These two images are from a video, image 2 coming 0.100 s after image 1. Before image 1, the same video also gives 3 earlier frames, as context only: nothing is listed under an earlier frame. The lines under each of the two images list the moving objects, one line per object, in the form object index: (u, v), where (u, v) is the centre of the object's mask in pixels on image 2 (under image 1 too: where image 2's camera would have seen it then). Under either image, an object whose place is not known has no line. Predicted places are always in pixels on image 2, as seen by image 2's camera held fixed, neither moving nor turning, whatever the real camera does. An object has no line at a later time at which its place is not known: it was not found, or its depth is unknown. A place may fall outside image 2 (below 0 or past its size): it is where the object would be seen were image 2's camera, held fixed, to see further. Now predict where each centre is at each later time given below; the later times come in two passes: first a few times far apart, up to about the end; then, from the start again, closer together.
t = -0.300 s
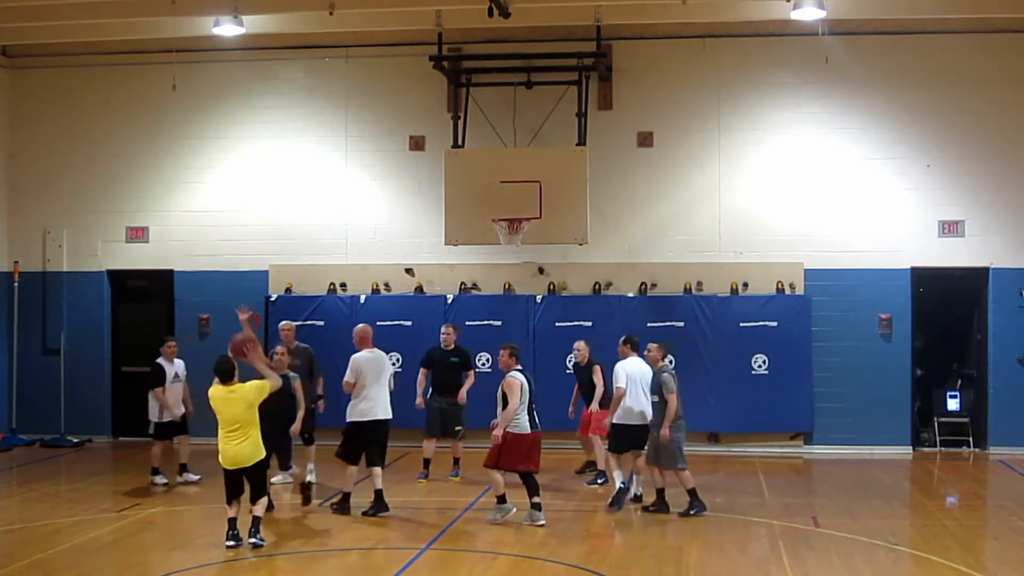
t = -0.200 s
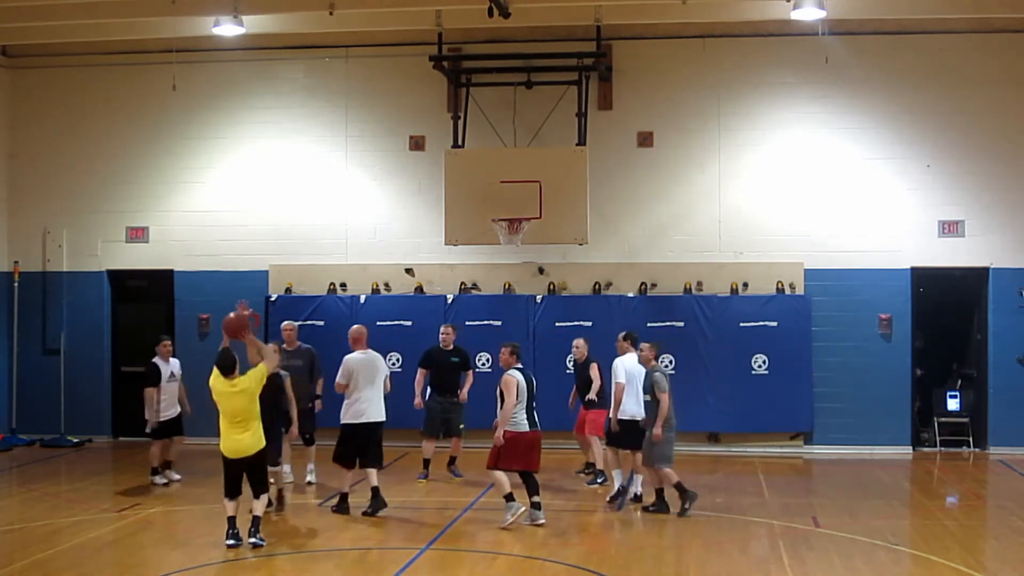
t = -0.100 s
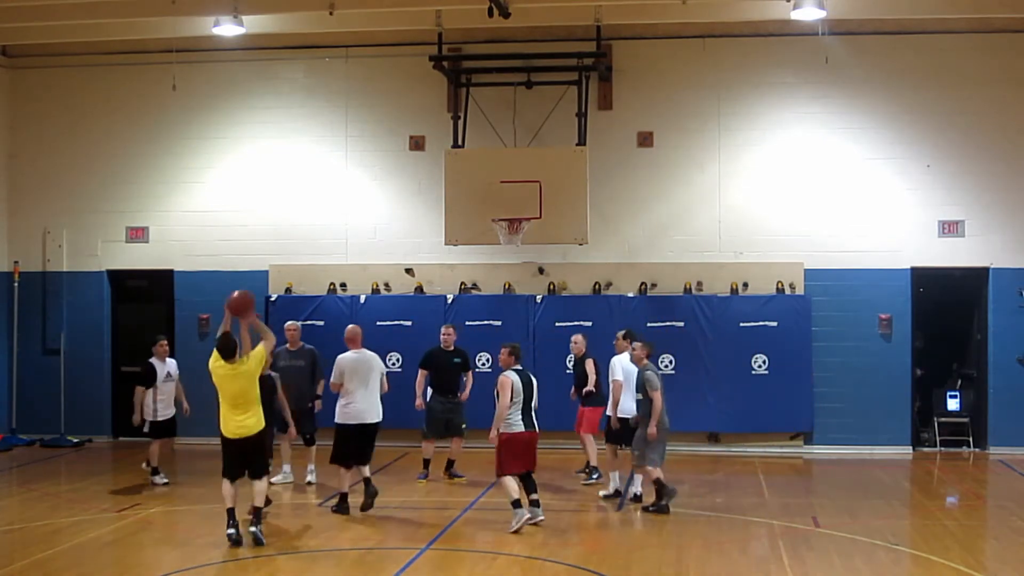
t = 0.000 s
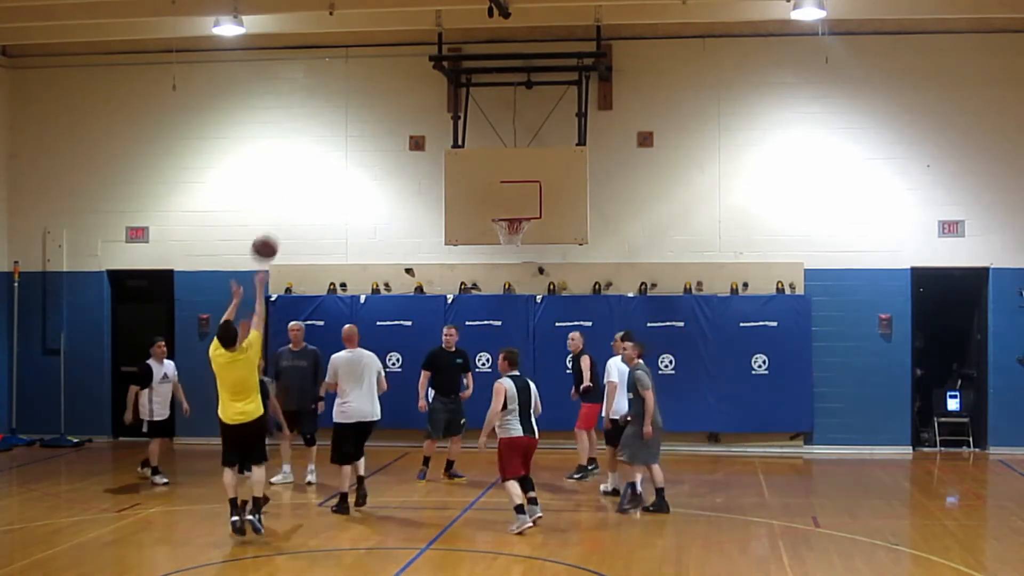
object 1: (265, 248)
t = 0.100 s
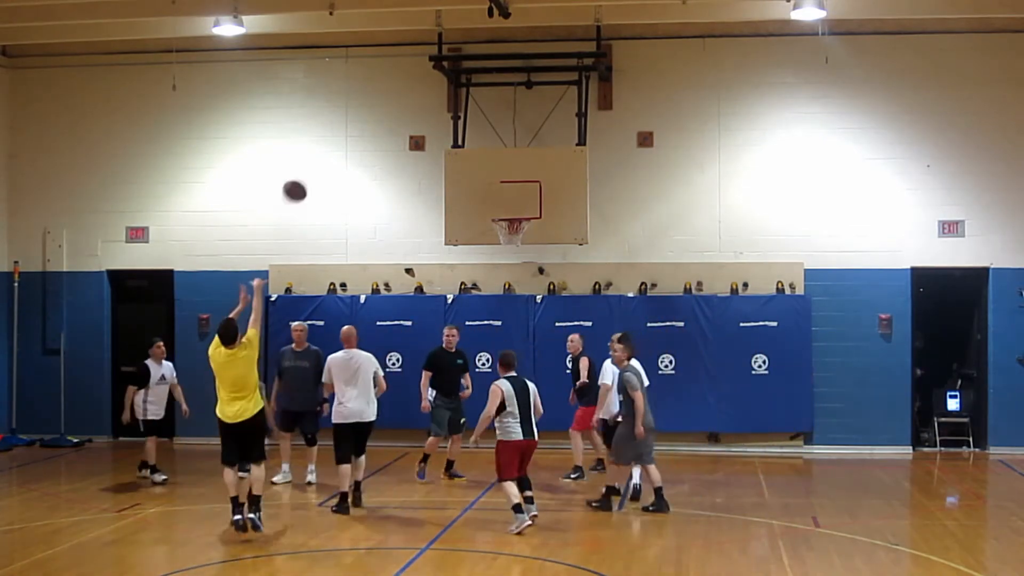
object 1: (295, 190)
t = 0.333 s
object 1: (359, 107)
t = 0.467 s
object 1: (392, 88)
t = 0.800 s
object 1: (463, 113)
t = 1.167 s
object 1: (514, 228)
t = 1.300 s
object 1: (496, 242)
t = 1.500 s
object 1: (488, 259)
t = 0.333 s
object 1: (359, 107)
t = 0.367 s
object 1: (368, 100)
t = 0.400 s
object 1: (376, 95)
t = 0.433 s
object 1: (384, 91)
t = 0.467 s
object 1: (392, 88)
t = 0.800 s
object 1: (463, 113)
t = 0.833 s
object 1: (469, 120)
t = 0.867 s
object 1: (475, 128)
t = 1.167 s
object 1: (514, 228)
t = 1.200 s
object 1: (504, 238)
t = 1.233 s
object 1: (499, 241)
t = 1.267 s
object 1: (497, 241)
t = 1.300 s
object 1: (496, 242)
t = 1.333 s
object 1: (495, 242)
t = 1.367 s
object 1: (494, 244)
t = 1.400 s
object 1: (492, 246)
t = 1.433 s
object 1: (490, 250)
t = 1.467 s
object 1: (489, 254)
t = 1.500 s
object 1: (488, 259)
